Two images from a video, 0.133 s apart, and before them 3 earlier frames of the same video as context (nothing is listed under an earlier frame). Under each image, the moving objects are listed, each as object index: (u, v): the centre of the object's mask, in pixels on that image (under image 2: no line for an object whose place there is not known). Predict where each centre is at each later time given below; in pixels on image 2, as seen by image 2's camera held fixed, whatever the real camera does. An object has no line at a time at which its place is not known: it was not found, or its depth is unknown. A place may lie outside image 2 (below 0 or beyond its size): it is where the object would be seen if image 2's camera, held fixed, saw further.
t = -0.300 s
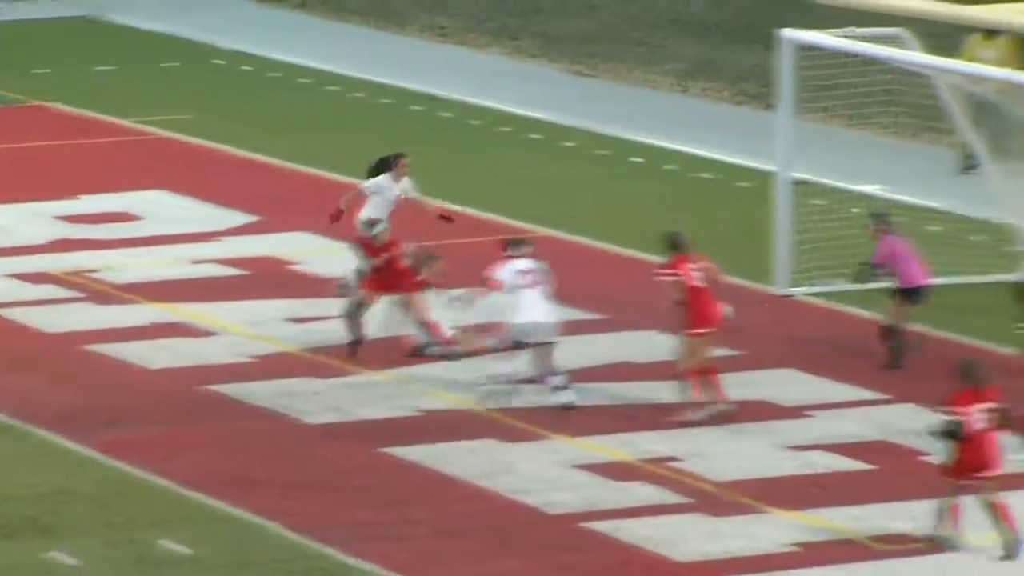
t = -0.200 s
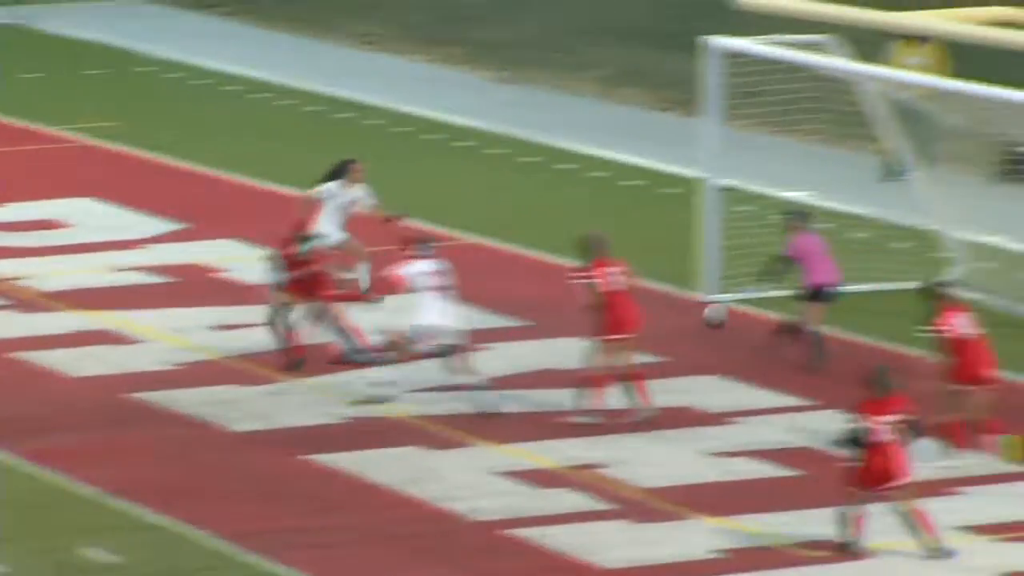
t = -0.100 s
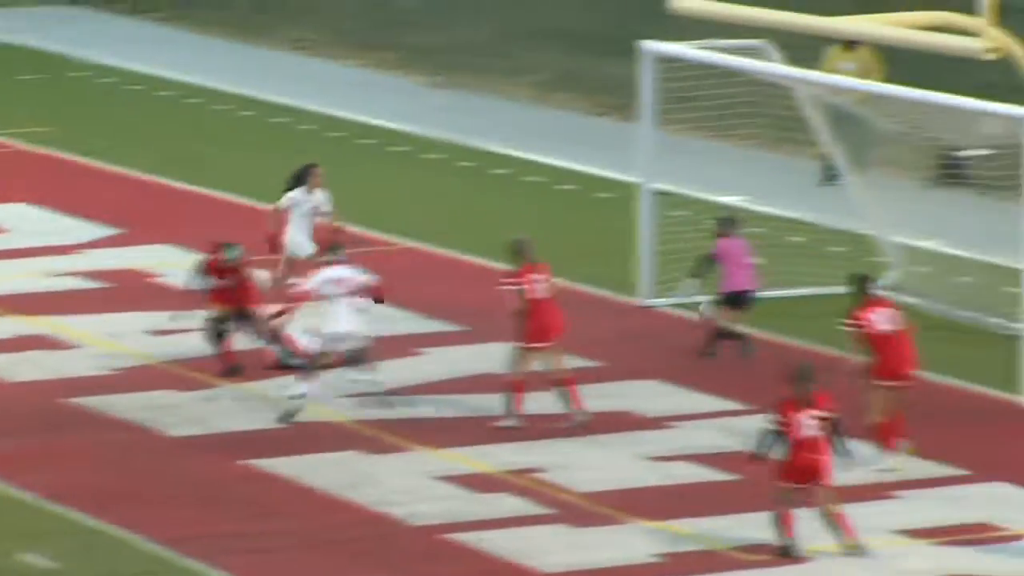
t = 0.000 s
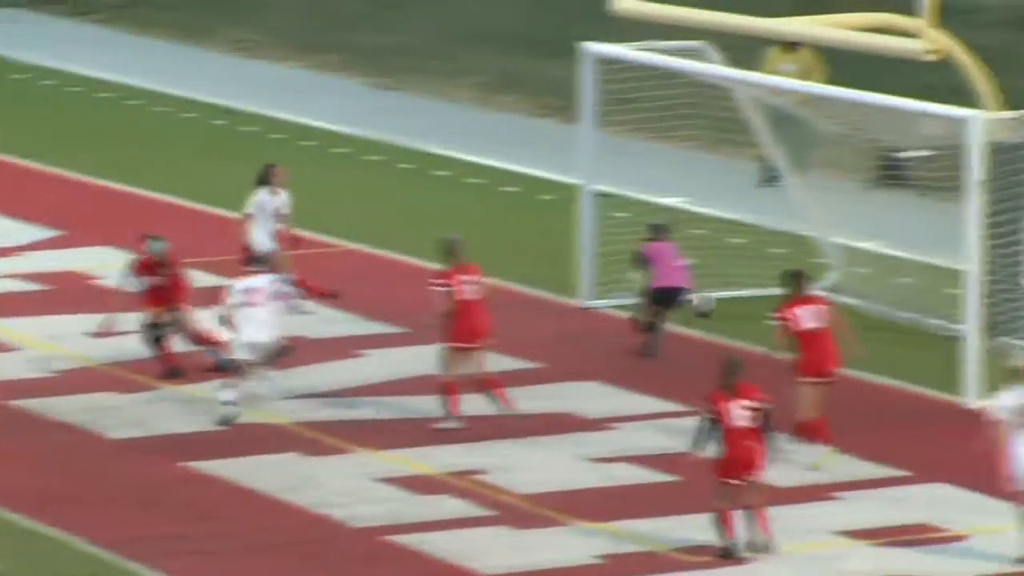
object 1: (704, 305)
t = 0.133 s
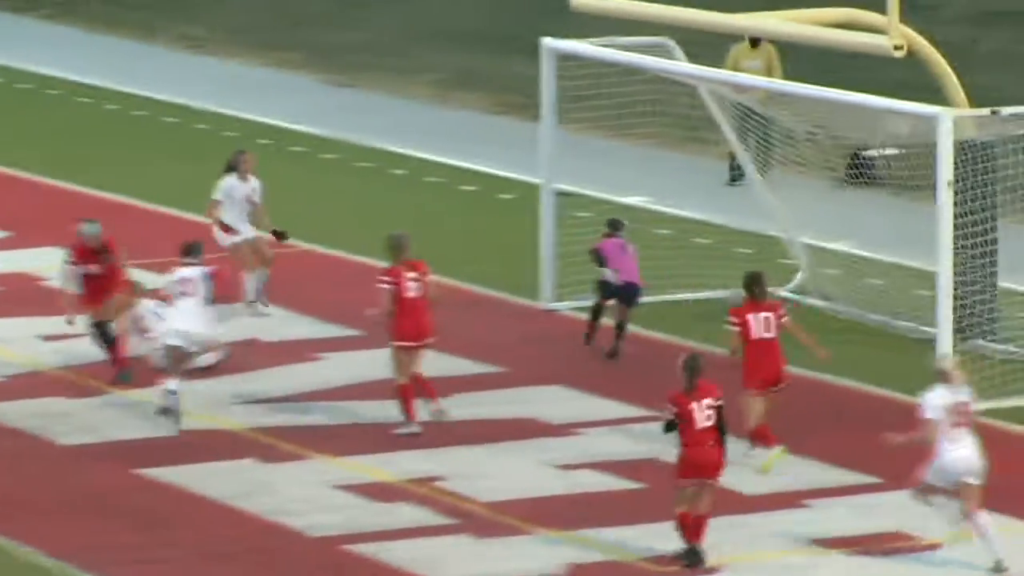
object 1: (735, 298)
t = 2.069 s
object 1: (803, 285)
